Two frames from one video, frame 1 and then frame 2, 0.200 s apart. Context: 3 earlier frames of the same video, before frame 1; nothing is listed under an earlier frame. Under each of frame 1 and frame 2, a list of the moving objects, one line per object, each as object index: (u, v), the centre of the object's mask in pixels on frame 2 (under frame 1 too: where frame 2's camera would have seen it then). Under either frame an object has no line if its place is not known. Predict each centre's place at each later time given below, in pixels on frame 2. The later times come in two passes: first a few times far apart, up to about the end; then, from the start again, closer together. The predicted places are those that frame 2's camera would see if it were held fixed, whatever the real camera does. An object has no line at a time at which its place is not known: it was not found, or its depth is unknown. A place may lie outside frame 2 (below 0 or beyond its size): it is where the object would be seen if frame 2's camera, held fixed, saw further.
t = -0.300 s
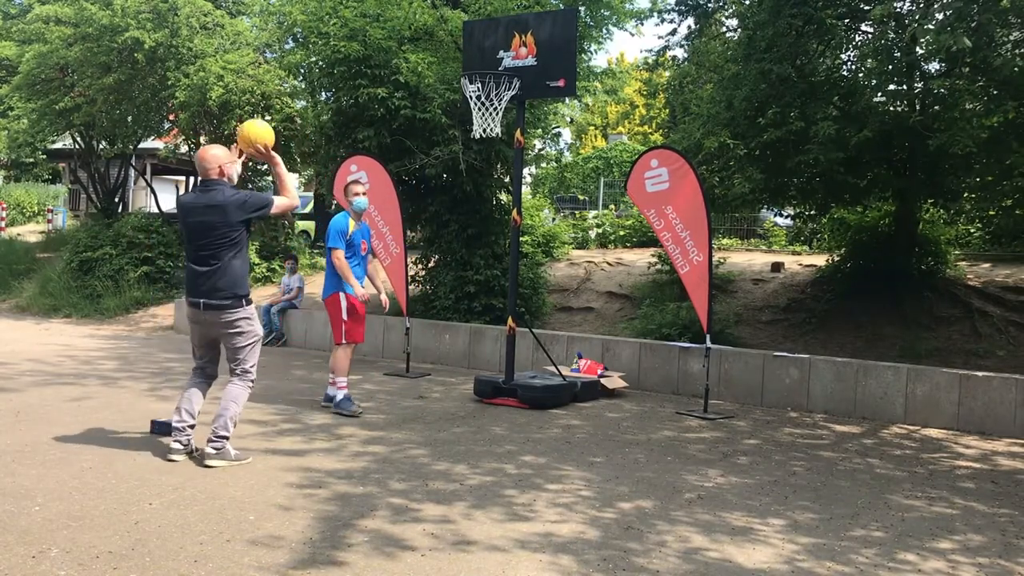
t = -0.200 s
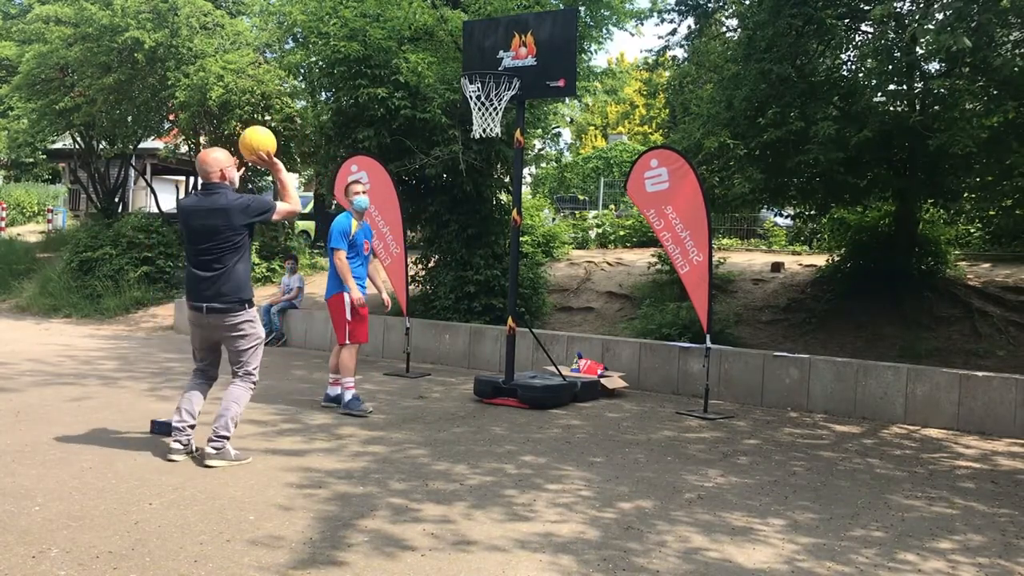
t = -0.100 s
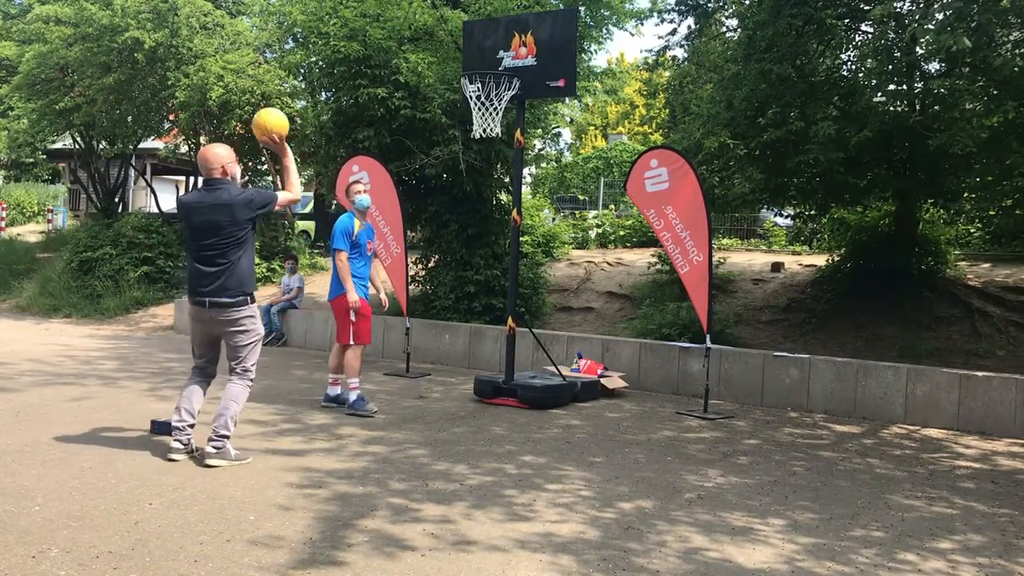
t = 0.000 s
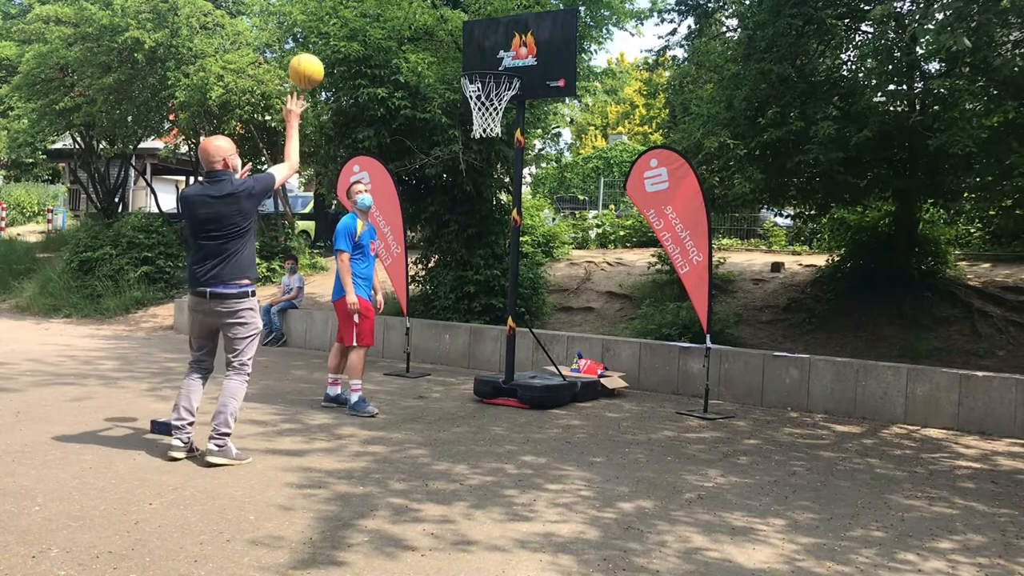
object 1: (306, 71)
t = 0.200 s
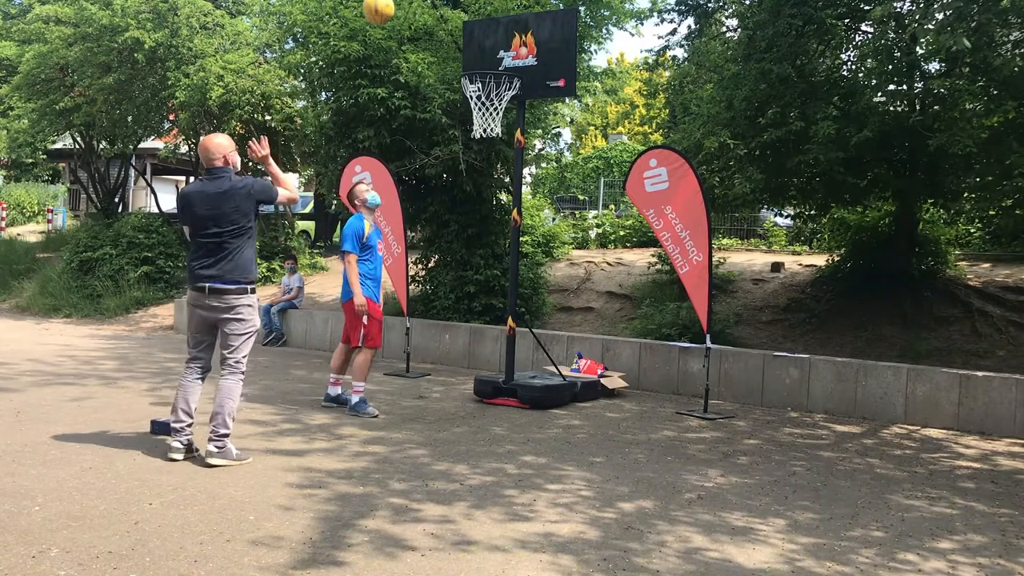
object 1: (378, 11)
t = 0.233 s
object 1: (389, 8)
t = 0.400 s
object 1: (434, 11)
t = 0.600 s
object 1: (478, 60)
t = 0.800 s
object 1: (532, 57)
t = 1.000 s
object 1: (588, 88)
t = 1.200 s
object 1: (645, 175)
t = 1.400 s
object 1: (700, 322)
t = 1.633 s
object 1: (767, 354)
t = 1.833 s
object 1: (824, 244)
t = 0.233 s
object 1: (389, 8)
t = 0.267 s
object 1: (399, 8)
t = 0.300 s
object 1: (408, 7)
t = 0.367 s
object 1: (426, 9)
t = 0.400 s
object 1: (434, 11)
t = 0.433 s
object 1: (443, 14)
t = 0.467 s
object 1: (450, 22)
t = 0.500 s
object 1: (458, 29)
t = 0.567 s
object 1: (472, 49)
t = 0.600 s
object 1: (478, 60)
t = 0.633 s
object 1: (485, 70)
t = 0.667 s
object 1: (494, 64)
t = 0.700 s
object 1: (503, 60)
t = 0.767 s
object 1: (523, 57)
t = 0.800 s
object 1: (532, 57)
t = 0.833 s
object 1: (542, 59)
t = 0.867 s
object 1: (551, 62)
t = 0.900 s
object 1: (560, 66)
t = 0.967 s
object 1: (579, 79)
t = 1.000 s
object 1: (588, 88)
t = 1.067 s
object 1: (607, 111)
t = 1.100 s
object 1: (616, 124)
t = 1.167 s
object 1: (635, 156)
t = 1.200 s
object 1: (645, 175)
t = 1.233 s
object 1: (655, 195)
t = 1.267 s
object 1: (664, 216)
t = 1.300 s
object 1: (673, 240)
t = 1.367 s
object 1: (692, 293)
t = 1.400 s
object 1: (700, 322)
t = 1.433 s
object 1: (709, 352)
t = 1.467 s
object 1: (719, 384)
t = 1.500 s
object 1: (729, 418)
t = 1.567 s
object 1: (748, 403)
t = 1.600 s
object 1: (757, 378)
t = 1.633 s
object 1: (767, 354)
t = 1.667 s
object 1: (776, 332)
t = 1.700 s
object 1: (786, 312)
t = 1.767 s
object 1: (806, 275)
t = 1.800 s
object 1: (815, 258)
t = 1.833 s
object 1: (824, 244)
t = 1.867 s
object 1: (834, 230)
